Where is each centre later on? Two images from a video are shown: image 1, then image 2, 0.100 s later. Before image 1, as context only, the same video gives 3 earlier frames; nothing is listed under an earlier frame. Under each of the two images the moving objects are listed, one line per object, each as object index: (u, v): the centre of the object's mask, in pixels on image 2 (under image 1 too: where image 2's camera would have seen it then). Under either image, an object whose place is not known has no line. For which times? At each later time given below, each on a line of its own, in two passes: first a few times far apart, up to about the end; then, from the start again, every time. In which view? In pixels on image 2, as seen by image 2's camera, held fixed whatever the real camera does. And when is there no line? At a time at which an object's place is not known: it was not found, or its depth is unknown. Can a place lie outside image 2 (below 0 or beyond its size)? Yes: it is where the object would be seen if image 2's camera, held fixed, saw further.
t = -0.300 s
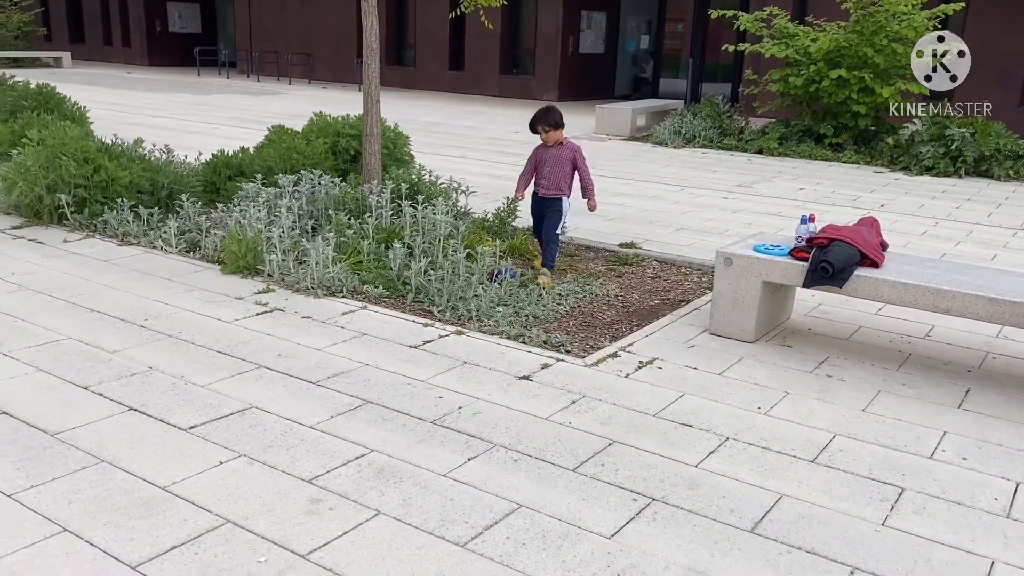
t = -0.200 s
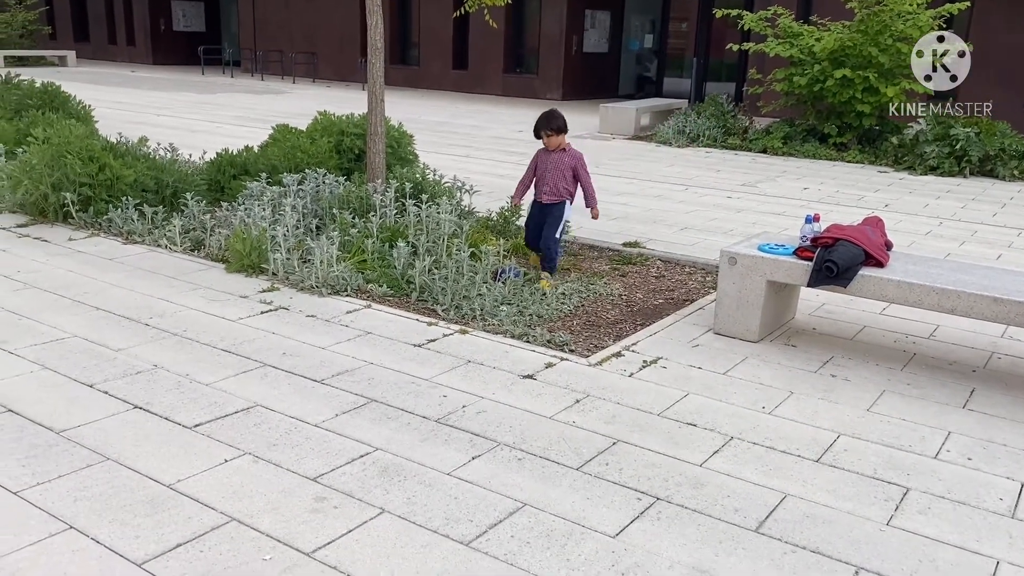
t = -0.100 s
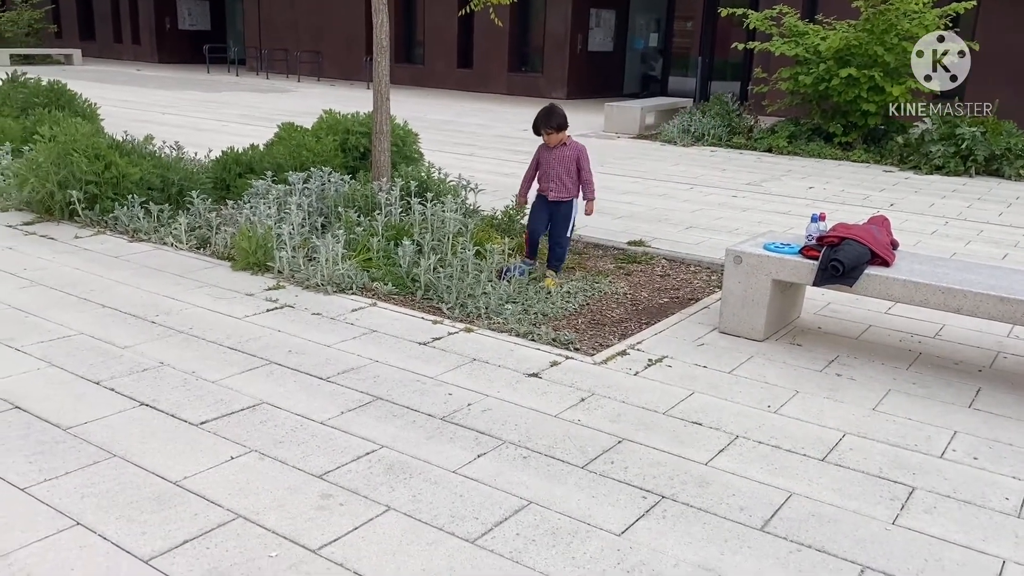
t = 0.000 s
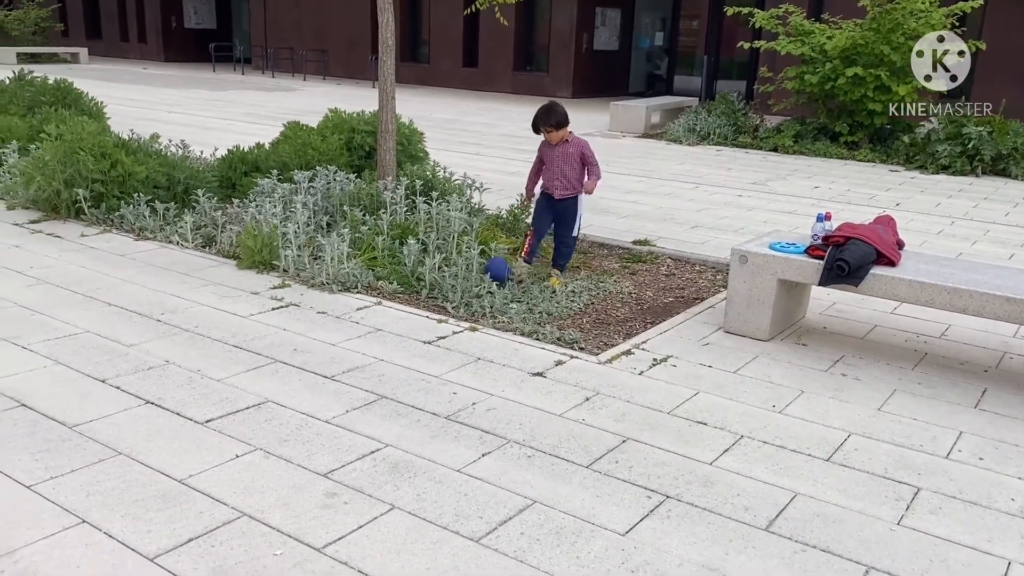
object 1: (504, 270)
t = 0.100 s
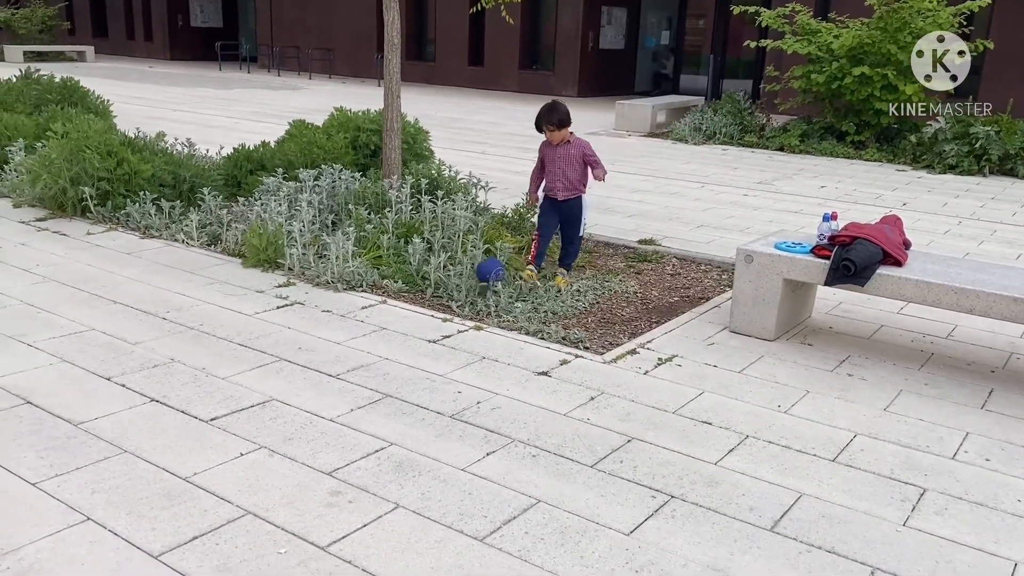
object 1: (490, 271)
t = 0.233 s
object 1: (477, 294)
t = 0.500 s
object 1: (450, 314)
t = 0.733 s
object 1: (422, 335)
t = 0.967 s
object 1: (390, 357)
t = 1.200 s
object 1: (355, 382)
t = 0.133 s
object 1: (488, 275)
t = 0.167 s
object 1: (485, 279)
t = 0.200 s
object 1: (483, 285)
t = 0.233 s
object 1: (477, 294)
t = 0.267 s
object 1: (472, 303)
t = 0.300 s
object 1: (469, 302)
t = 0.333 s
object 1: (466, 299)
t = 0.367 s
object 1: (463, 299)
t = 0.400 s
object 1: (460, 300)
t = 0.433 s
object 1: (458, 304)
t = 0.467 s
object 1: (454, 310)
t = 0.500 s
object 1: (450, 314)
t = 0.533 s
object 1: (446, 315)
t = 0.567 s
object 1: (442, 319)
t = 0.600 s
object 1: (438, 323)
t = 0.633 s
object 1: (434, 325)
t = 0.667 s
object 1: (431, 327)
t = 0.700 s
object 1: (426, 331)
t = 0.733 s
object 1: (422, 335)
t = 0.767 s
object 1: (418, 337)
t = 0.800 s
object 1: (413, 341)
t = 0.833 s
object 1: (409, 344)
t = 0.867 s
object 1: (405, 347)
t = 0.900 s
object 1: (400, 350)
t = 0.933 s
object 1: (395, 354)
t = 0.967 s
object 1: (390, 357)
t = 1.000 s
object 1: (386, 360)
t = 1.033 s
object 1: (381, 364)
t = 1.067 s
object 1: (376, 367)
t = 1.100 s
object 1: (371, 371)
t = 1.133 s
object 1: (366, 374)
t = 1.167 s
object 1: (361, 378)
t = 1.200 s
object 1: (355, 382)
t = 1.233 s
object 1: (350, 386)
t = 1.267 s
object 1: (344, 389)
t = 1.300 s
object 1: (339, 393)
